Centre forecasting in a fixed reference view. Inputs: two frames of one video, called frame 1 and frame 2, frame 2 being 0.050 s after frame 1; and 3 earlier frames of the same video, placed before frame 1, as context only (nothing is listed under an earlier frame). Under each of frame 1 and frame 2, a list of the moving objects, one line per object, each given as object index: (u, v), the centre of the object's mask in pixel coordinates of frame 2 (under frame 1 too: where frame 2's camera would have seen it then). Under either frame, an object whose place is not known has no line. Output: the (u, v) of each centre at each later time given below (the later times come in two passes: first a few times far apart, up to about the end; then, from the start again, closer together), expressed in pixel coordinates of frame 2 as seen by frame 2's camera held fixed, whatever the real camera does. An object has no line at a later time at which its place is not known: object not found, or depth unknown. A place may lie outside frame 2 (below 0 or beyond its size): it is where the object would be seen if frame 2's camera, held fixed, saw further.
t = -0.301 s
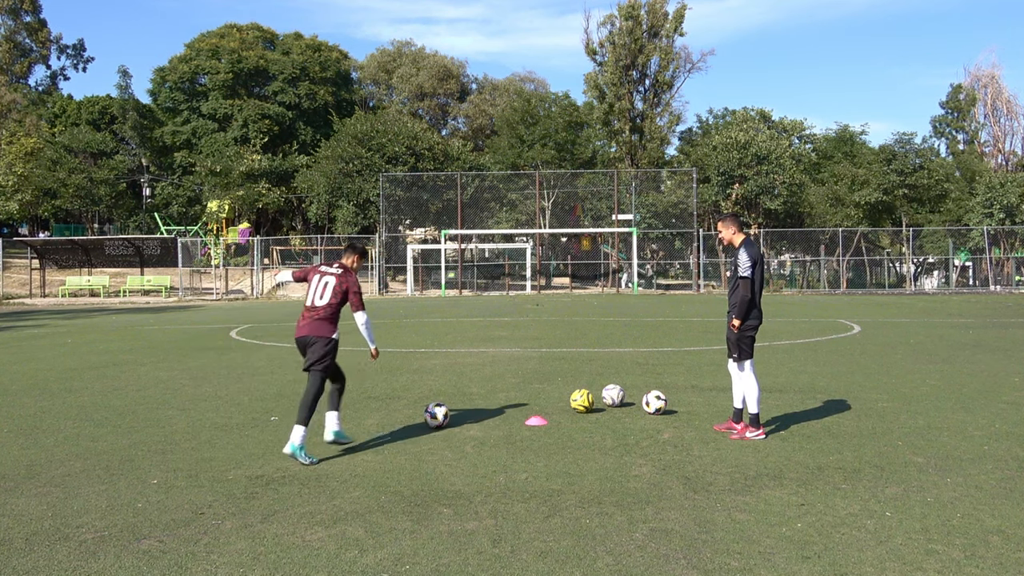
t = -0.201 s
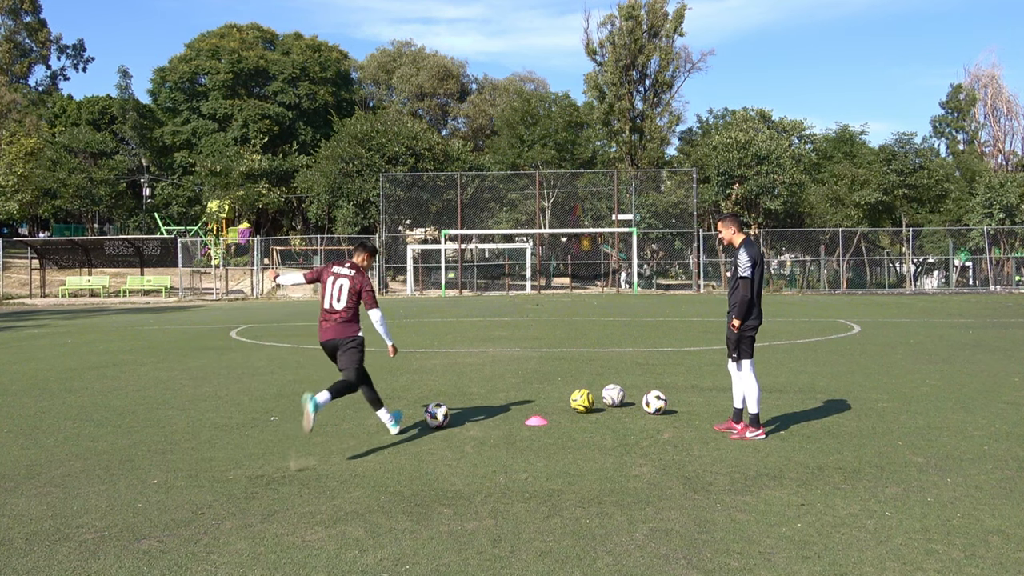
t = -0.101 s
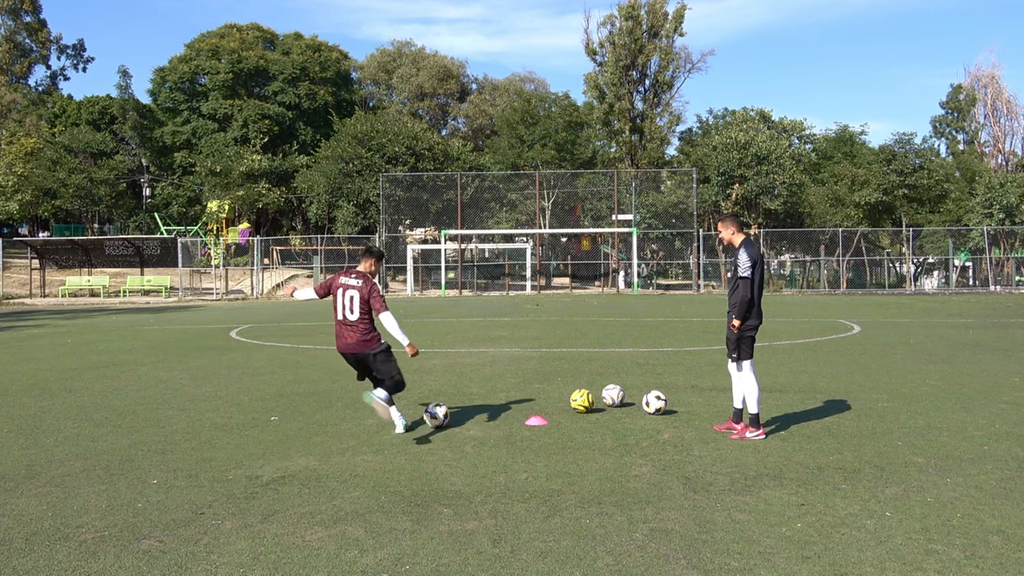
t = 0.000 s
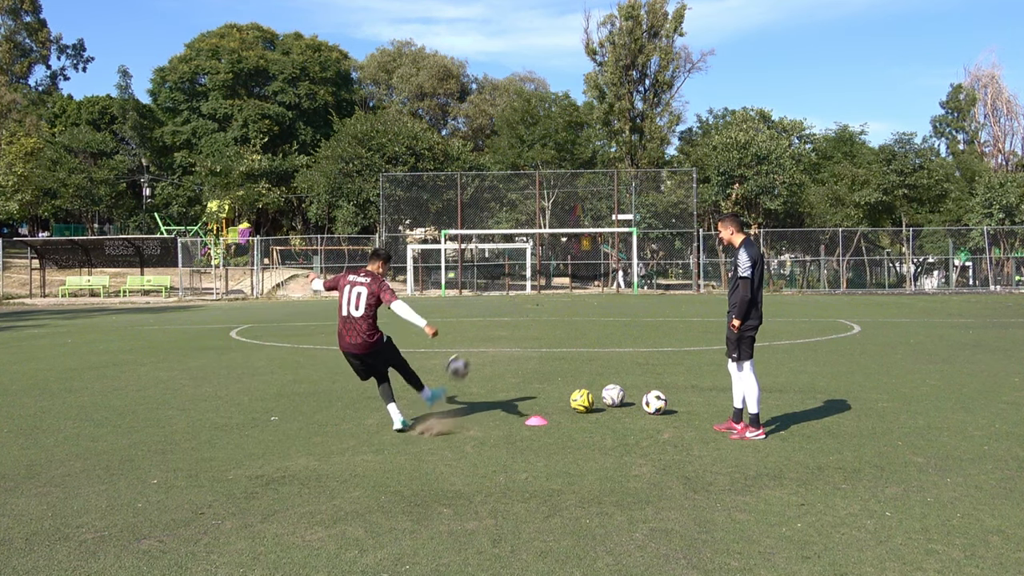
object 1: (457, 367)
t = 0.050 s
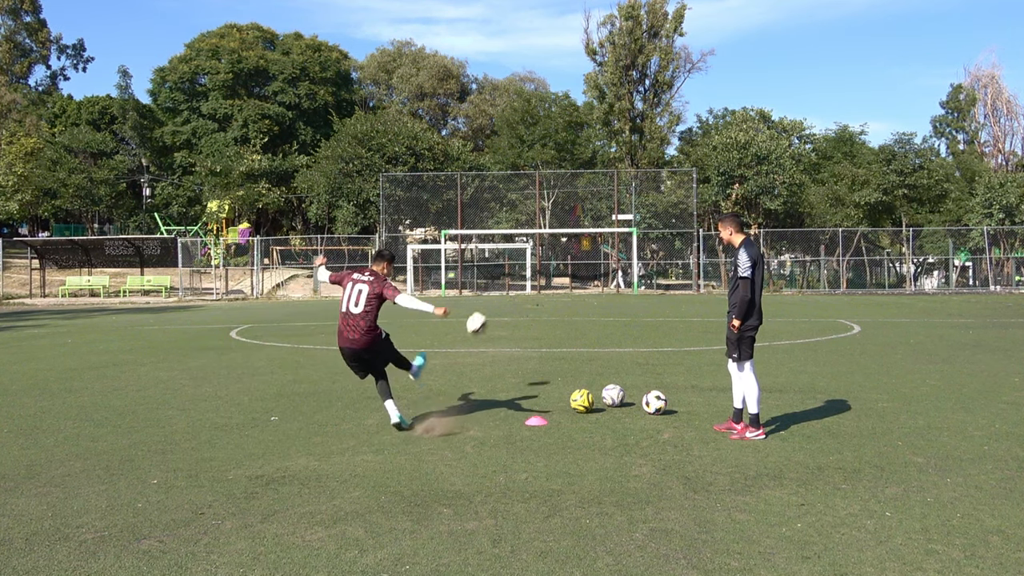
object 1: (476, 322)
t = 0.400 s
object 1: (531, 194)
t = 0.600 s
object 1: (537, 180)
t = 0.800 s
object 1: (538, 183)
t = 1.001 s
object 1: (535, 195)
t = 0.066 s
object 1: (482, 311)
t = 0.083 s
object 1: (487, 300)
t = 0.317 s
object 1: (525, 208)
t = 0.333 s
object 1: (526, 205)
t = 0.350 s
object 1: (527, 202)
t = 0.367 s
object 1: (529, 199)
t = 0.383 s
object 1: (530, 196)
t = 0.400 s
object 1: (531, 194)
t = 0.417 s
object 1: (531, 192)
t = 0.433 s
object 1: (532, 190)
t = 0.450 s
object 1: (533, 189)
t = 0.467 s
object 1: (534, 187)
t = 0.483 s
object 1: (534, 185)
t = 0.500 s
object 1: (535, 185)
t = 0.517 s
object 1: (536, 184)
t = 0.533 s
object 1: (536, 182)
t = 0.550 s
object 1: (536, 182)
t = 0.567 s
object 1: (537, 181)
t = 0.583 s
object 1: (537, 181)
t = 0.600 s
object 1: (537, 180)
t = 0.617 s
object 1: (538, 180)
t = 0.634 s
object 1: (538, 180)
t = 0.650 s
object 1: (538, 180)
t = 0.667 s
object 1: (538, 179)
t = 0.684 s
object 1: (538, 179)
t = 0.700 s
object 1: (538, 180)
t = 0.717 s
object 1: (538, 180)
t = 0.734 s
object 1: (538, 180)
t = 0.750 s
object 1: (538, 180)
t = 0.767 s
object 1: (538, 181)
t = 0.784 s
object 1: (538, 182)
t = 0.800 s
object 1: (538, 183)
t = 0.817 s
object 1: (537, 183)
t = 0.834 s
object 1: (537, 184)
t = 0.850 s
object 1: (537, 185)
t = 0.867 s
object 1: (537, 186)
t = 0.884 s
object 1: (537, 187)
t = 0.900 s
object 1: (536, 188)
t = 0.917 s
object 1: (536, 188)
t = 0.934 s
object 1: (536, 190)
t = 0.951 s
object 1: (536, 191)
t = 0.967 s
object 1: (535, 192)
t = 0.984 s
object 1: (535, 194)
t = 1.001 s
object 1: (535, 195)
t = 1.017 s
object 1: (534, 196)
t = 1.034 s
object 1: (534, 198)
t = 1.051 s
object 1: (534, 199)
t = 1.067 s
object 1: (533, 201)
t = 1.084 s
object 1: (533, 203)
